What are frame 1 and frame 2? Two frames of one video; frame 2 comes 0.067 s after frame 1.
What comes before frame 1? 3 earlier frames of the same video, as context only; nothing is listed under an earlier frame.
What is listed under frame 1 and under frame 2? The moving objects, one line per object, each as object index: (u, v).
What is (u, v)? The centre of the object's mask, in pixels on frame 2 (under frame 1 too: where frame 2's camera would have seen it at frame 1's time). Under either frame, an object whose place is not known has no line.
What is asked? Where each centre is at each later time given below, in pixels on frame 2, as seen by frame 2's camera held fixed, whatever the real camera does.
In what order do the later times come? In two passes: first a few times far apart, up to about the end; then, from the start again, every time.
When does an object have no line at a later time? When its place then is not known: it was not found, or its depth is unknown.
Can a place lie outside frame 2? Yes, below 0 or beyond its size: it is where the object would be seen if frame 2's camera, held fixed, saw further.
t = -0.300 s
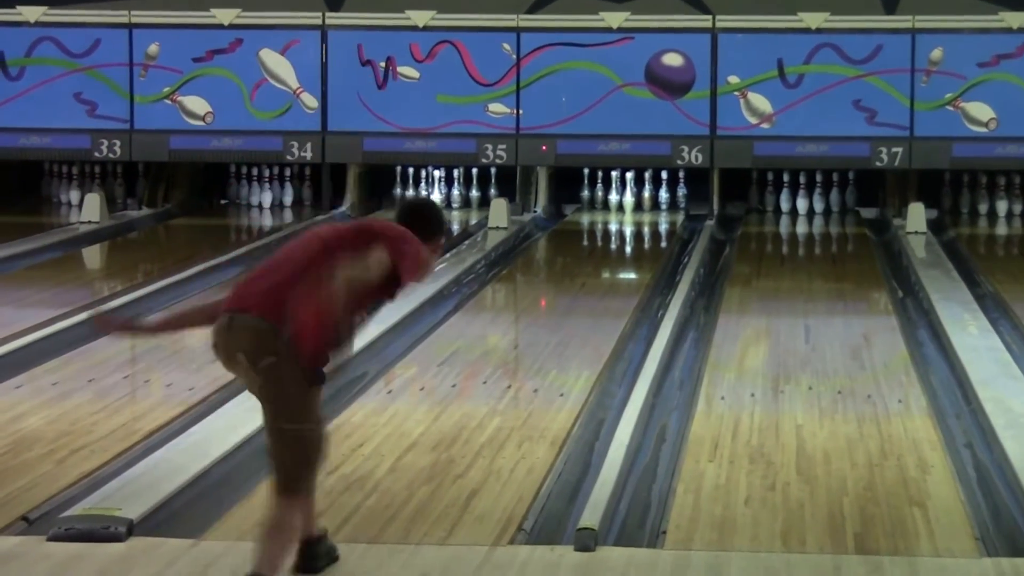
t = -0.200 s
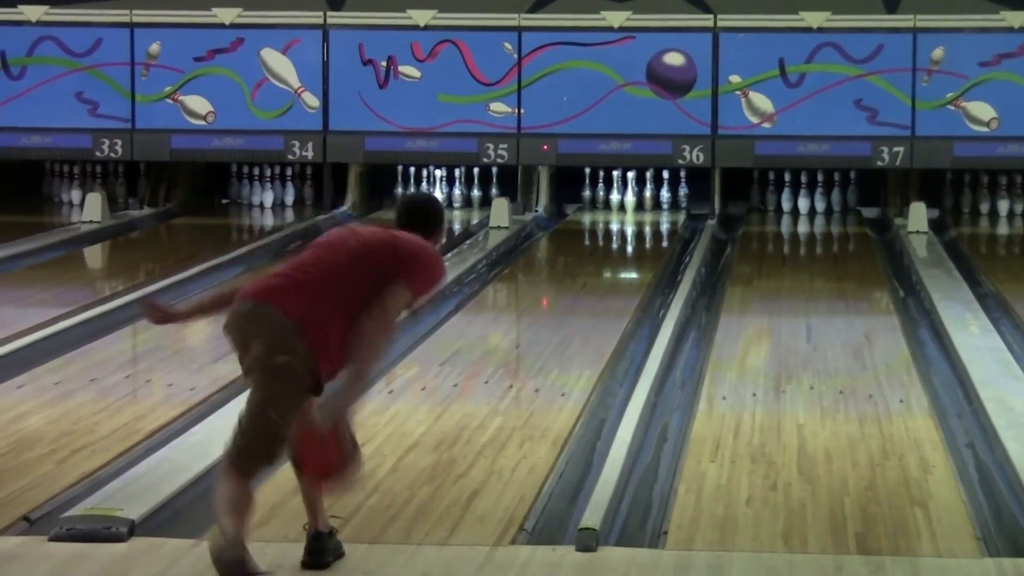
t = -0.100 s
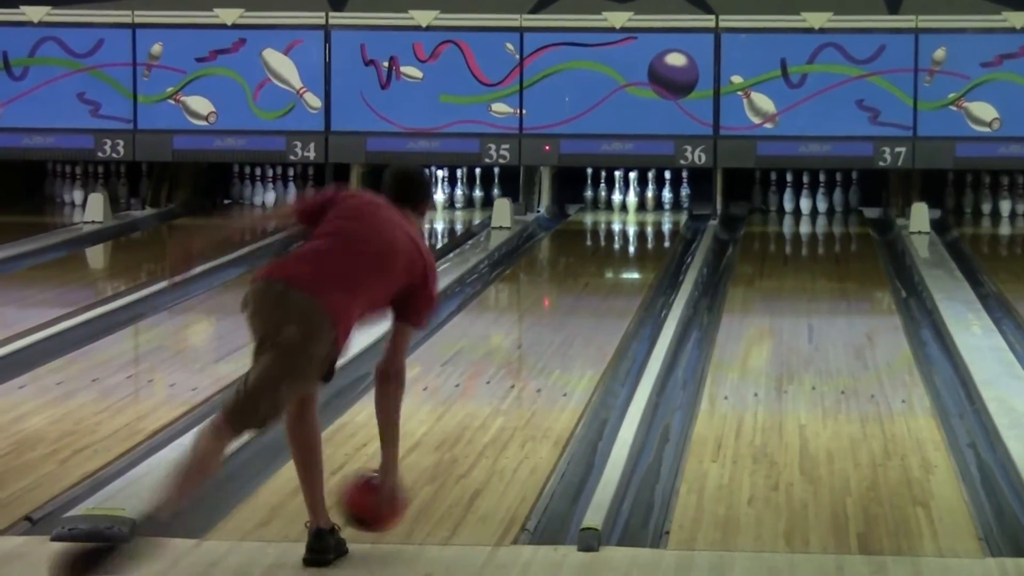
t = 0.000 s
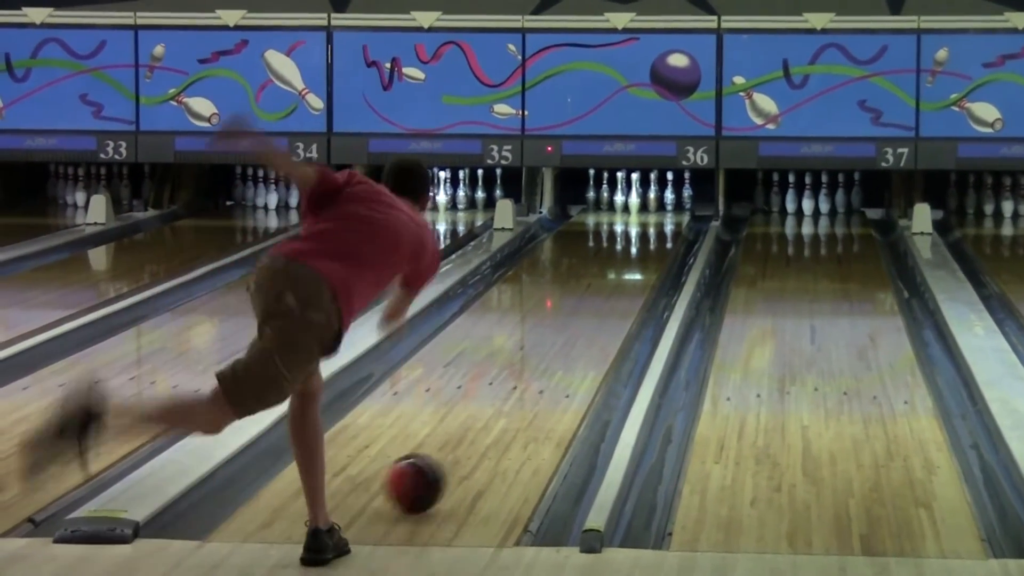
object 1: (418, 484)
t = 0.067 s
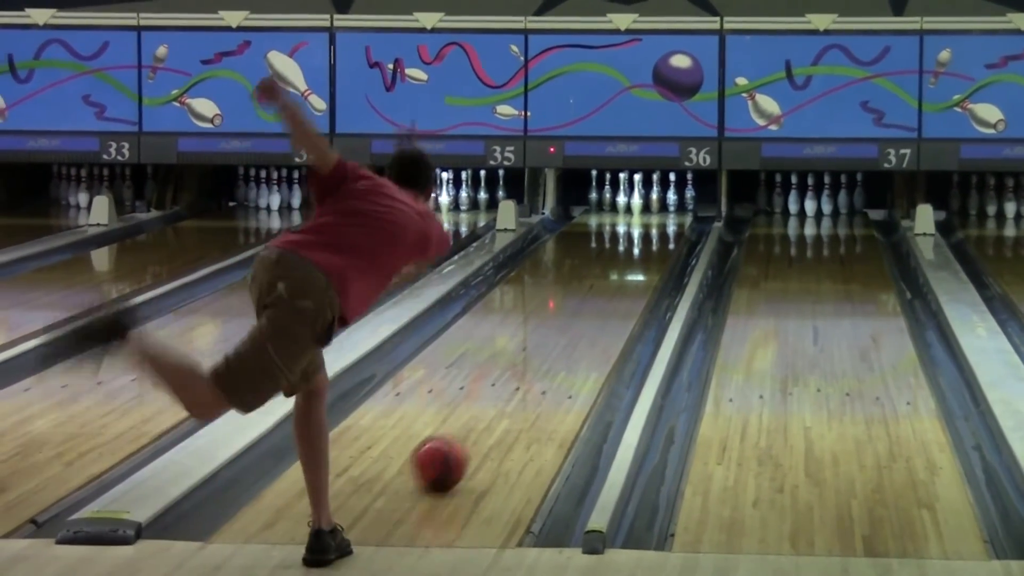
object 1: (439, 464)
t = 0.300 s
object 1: (501, 398)
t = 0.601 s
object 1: (554, 339)
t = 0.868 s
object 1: (586, 302)
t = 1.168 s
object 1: (611, 267)
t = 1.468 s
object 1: (629, 241)
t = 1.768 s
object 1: (641, 221)
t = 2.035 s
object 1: (645, 206)
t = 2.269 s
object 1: (660, 199)
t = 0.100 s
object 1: (450, 453)
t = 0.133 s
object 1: (459, 442)
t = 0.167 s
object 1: (469, 433)
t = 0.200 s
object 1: (477, 423)
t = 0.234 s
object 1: (485, 414)
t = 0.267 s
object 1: (493, 406)
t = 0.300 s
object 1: (501, 398)
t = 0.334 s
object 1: (508, 390)
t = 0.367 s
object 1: (514, 383)
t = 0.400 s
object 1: (521, 375)
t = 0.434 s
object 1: (526, 369)
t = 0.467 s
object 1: (532, 363)
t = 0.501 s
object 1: (538, 356)
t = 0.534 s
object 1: (543, 350)
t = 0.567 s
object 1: (549, 344)
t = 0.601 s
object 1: (554, 339)
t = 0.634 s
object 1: (558, 334)
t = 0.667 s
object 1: (563, 329)
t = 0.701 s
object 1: (566, 323)
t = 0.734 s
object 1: (570, 319)
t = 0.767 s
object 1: (575, 314)
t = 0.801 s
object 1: (579, 309)
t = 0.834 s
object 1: (582, 305)
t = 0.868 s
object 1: (586, 302)
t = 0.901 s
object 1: (589, 297)
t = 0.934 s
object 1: (591, 293)
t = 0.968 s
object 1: (595, 288)
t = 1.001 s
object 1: (597, 286)
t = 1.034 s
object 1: (601, 281)
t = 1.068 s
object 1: (603, 278)
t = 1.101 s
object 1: (606, 274)
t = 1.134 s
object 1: (608, 272)
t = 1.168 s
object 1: (611, 267)
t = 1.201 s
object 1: (613, 265)
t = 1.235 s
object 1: (615, 262)
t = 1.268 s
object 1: (617, 259)
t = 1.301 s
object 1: (620, 256)
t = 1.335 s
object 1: (621, 252)
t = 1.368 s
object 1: (623, 249)
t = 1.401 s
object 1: (625, 247)
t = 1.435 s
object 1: (627, 245)
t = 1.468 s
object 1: (629, 241)
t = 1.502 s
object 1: (631, 238)
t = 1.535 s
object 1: (632, 236)
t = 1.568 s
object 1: (634, 234)
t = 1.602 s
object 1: (635, 231)
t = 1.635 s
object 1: (637, 230)
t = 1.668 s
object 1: (638, 228)
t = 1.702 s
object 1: (639, 225)
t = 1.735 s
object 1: (640, 223)
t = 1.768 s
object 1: (641, 221)
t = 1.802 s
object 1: (642, 219)
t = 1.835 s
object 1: (643, 217)
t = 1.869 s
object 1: (644, 215)
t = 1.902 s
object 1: (644, 213)
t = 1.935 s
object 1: (645, 211)
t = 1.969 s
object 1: (645, 210)
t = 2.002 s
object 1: (645, 208)
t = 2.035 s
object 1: (645, 206)
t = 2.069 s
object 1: (646, 204)
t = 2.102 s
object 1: (649, 203)
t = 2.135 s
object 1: (650, 202)
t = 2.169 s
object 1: (651, 200)
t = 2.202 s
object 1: (653, 200)
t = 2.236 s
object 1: (656, 200)
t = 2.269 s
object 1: (660, 199)
